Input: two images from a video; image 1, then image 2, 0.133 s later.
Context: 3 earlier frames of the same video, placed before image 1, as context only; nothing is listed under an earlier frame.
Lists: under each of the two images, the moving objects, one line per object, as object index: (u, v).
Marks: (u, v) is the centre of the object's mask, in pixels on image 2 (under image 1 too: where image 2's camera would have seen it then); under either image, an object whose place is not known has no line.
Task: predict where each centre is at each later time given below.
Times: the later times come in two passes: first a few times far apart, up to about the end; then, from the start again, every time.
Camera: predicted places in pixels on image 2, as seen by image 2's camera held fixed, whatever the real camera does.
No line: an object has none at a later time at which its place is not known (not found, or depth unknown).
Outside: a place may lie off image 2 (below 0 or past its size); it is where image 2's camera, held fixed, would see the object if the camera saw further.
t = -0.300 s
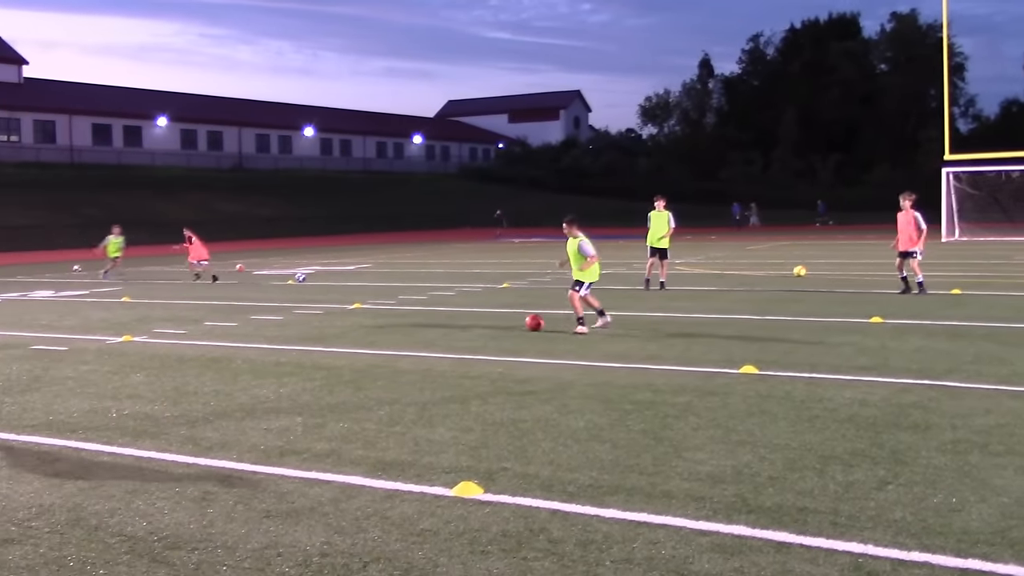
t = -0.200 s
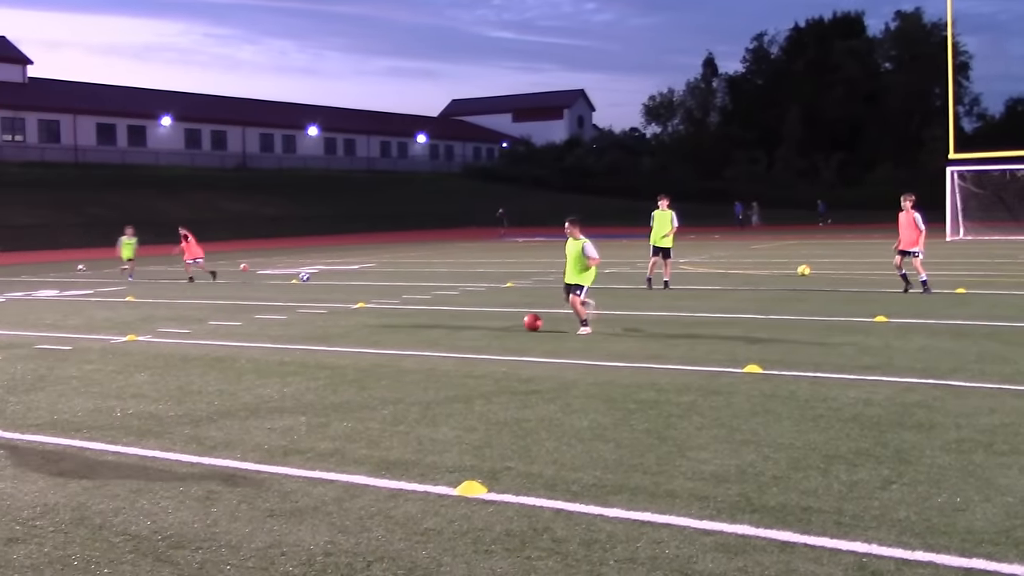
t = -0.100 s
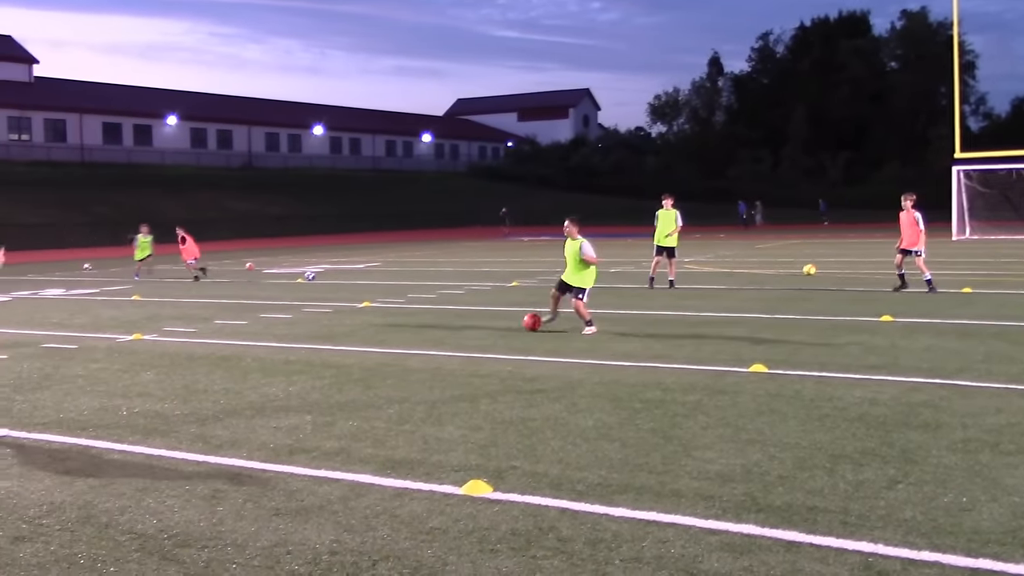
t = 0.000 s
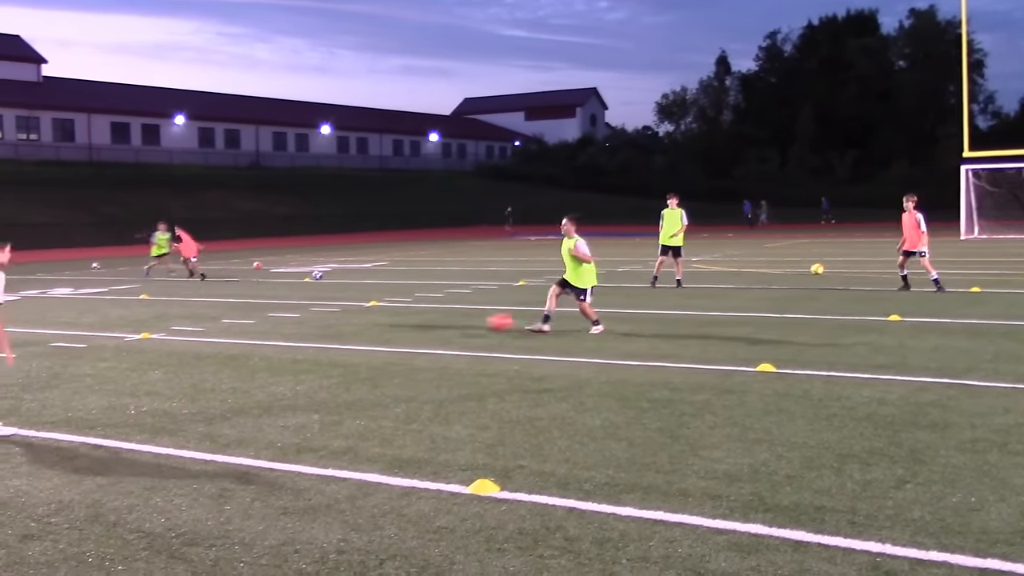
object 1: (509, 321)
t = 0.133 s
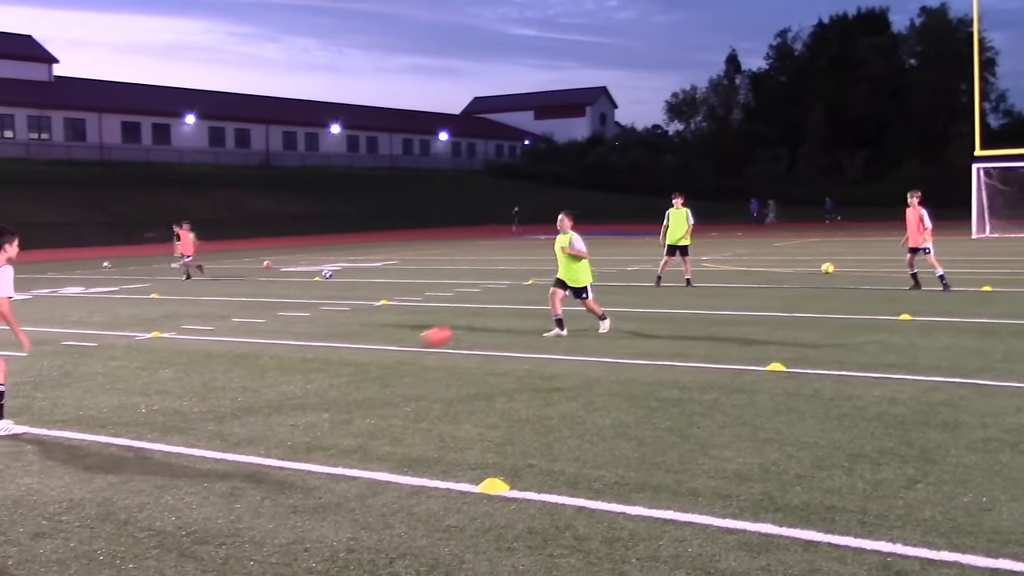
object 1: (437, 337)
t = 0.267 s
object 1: (360, 347)
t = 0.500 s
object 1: (213, 374)
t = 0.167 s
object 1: (417, 341)
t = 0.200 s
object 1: (398, 342)
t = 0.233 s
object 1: (379, 344)
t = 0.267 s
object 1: (360, 347)
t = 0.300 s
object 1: (339, 352)
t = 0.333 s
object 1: (317, 357)
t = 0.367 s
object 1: (297, 360)
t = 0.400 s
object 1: (276, 361)
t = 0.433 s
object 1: (256, 364)
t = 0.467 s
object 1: (235, 369)
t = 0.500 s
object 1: (213, 374)
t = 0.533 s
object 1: (192, 377)
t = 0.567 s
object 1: (170, 380)
